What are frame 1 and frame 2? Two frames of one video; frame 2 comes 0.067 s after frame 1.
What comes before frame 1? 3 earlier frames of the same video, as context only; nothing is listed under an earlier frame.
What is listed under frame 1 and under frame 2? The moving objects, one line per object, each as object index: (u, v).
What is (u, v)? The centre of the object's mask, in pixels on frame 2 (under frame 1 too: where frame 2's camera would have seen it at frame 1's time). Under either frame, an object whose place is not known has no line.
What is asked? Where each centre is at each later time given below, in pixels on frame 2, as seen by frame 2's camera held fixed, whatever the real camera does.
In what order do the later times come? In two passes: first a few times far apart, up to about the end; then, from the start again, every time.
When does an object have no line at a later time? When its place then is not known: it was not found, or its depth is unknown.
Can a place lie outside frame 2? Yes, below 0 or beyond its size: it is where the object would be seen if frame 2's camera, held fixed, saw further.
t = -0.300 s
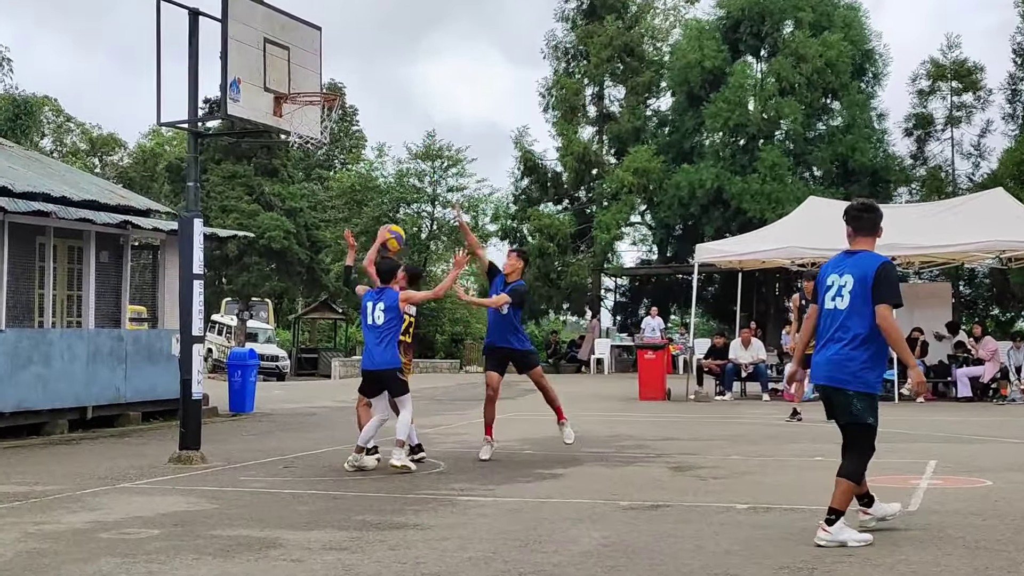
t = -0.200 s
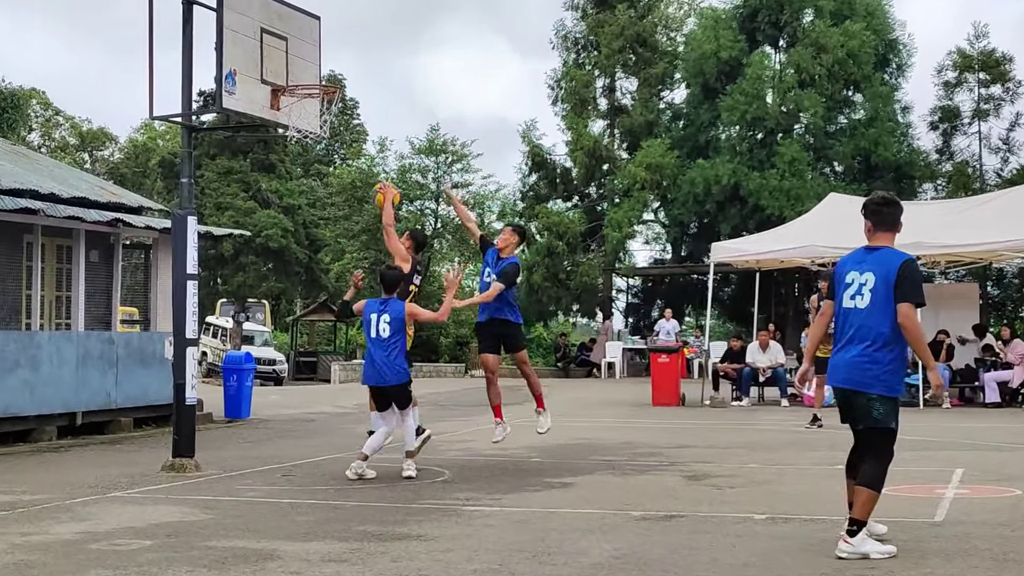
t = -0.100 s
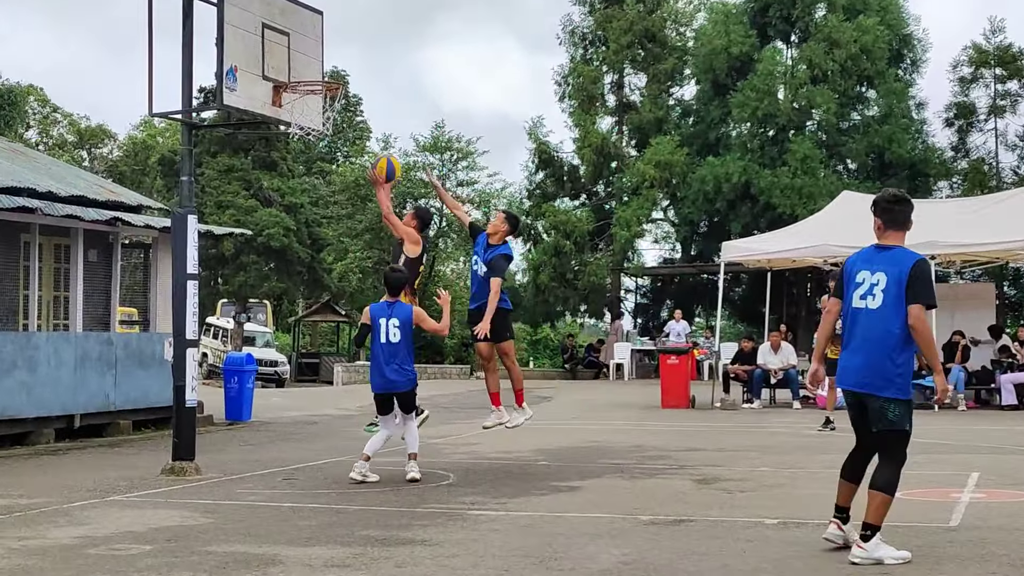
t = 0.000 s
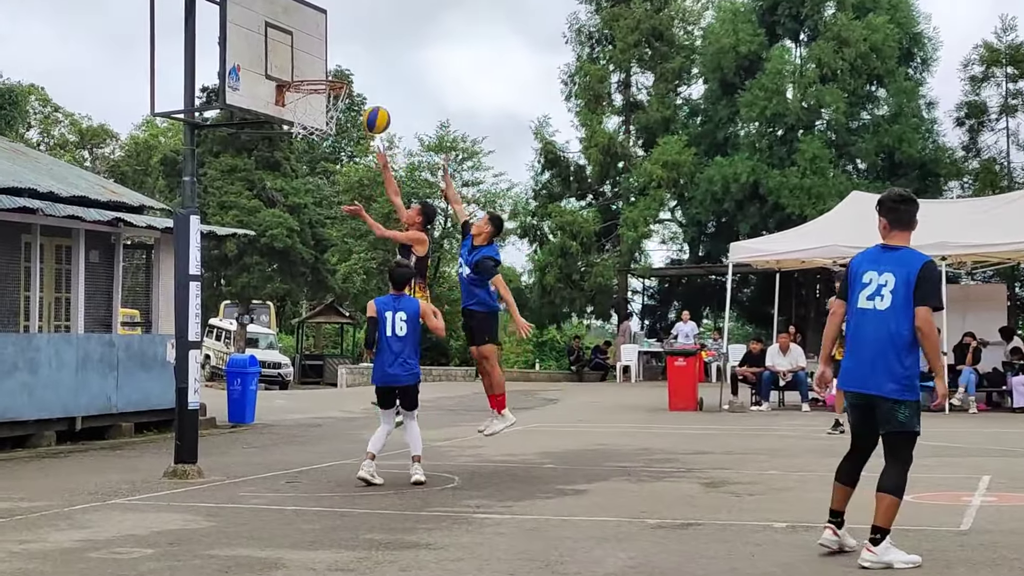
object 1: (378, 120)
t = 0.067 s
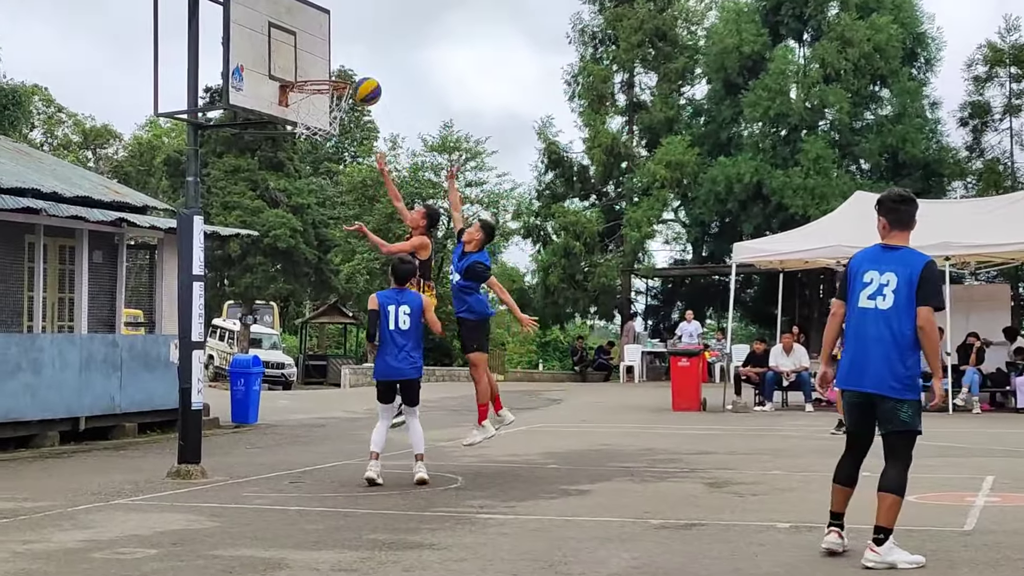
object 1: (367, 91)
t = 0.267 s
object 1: (330, 36)
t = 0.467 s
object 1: (294, 28)
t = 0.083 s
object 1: (365, 85)
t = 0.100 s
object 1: (362, 79)
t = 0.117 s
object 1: (358, 73)
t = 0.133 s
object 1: (355, 68)
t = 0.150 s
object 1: (352, 62)
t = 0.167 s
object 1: (349, 58)
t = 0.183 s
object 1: (346, 53)
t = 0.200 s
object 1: (343, 49)
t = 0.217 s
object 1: (340, 45)
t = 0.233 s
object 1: (337, 42)
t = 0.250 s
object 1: (334, 38)
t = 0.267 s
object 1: (330, 36)
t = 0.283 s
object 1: (328, 33)
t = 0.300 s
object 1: (324, 31)
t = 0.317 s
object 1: (321, 30)
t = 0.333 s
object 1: (318, 28)
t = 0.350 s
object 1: (315, 27)
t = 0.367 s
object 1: (311, 26)
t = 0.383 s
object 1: (308, 25)
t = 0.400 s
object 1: (304, 25)
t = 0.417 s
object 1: (302, 25)
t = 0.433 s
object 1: (298, 26)
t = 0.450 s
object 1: (294, 27)
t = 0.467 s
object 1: (294, 28)
